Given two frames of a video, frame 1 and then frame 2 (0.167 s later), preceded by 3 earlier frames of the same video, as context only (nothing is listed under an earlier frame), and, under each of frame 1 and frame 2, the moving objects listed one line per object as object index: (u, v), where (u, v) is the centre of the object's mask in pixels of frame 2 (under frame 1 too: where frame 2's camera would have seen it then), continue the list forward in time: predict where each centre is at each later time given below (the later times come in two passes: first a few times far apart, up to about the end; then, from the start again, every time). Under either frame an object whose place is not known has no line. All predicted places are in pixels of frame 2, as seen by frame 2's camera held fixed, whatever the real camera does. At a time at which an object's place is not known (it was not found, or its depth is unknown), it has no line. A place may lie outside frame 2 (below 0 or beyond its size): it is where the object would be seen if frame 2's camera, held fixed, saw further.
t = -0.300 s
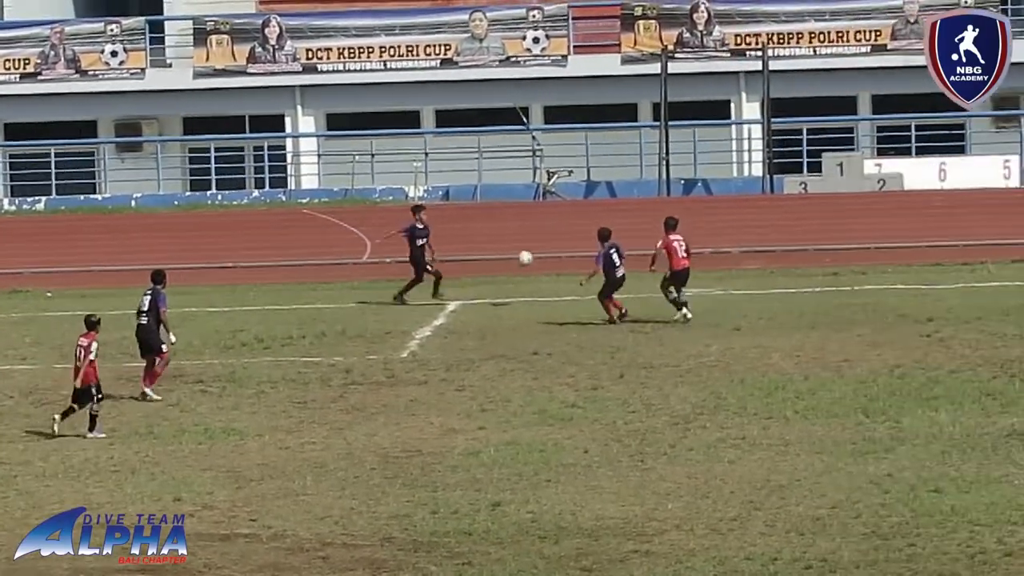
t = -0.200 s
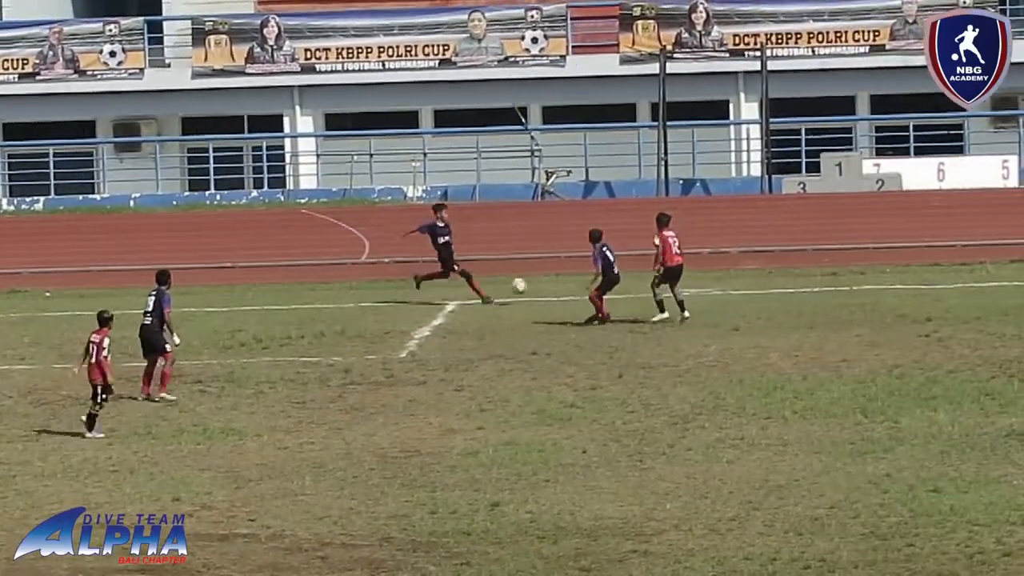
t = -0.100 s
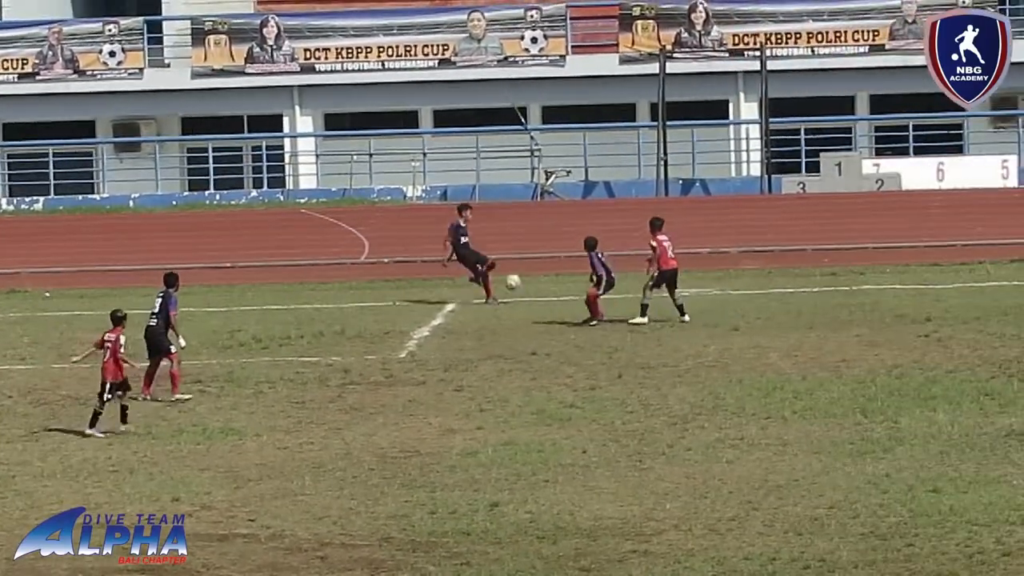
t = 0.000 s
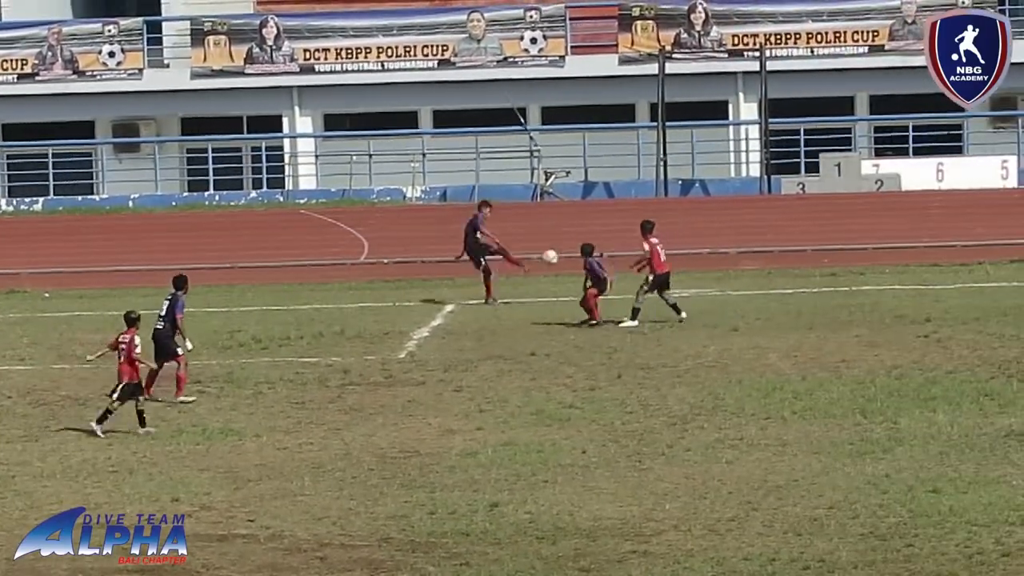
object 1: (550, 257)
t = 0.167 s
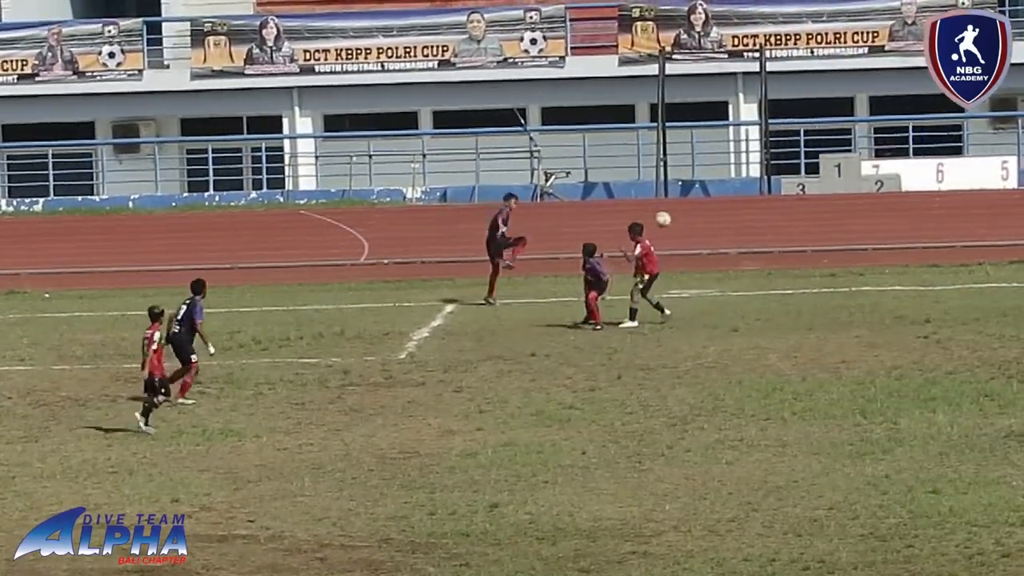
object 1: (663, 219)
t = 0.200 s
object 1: (686, 214)
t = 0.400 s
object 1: (825, 200)
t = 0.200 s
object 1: (686, 214)
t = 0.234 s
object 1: (708, 209)
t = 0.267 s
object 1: (732, 205)
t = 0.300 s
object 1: (755, 203)
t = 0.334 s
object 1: (779, 202)
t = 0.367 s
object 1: (802, 200)
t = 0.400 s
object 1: (825, 200)
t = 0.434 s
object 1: (848, 201)
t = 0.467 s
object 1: (871, 203)
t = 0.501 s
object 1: (895, 205)
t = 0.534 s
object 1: (919, 209)
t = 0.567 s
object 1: (942, 213)
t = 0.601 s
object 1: (966, 219)
